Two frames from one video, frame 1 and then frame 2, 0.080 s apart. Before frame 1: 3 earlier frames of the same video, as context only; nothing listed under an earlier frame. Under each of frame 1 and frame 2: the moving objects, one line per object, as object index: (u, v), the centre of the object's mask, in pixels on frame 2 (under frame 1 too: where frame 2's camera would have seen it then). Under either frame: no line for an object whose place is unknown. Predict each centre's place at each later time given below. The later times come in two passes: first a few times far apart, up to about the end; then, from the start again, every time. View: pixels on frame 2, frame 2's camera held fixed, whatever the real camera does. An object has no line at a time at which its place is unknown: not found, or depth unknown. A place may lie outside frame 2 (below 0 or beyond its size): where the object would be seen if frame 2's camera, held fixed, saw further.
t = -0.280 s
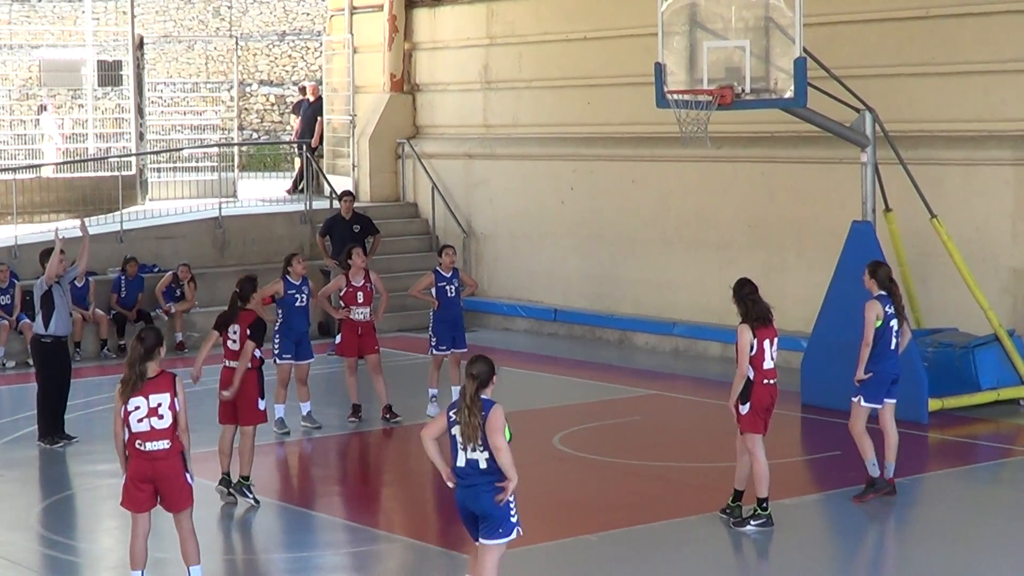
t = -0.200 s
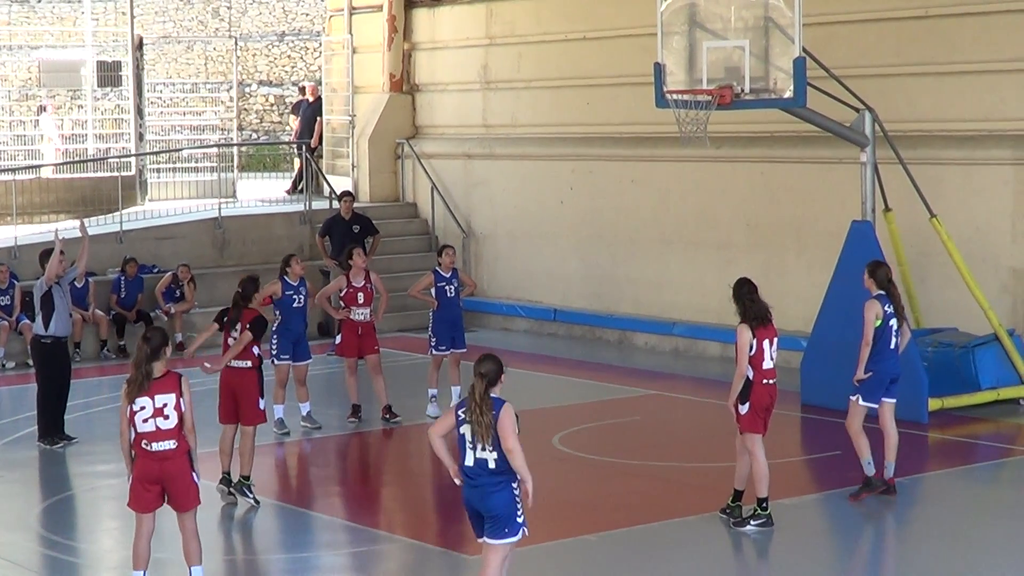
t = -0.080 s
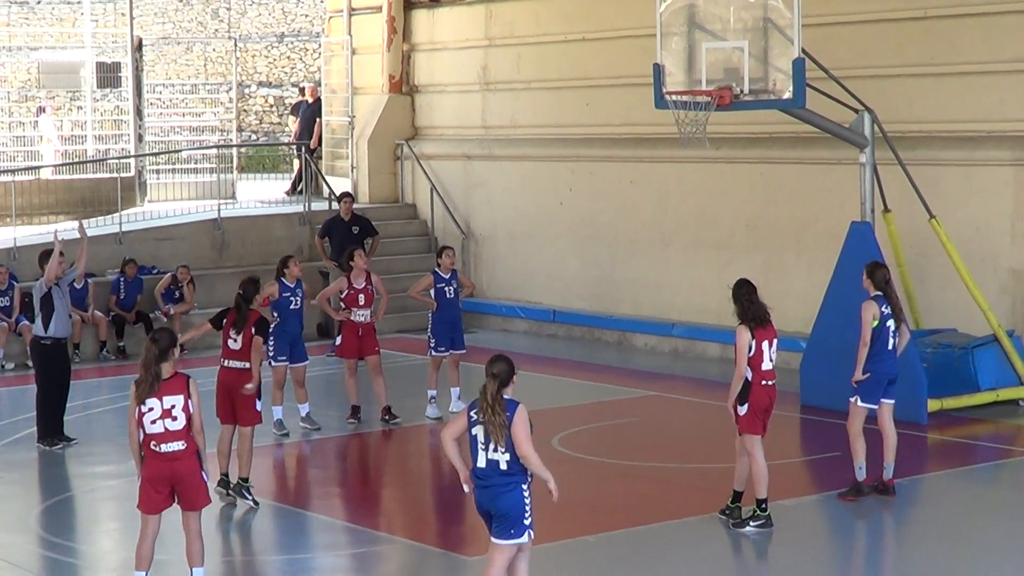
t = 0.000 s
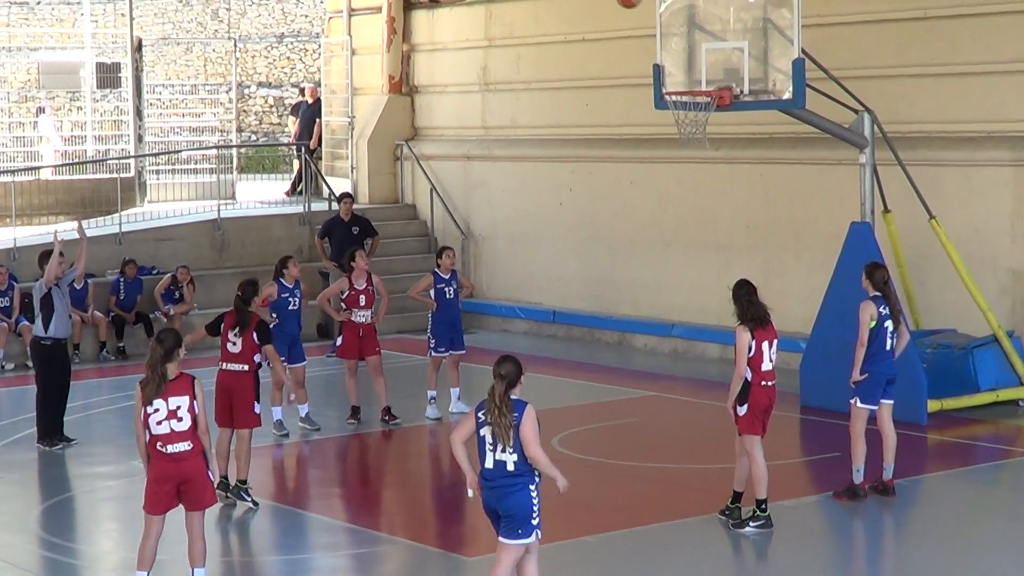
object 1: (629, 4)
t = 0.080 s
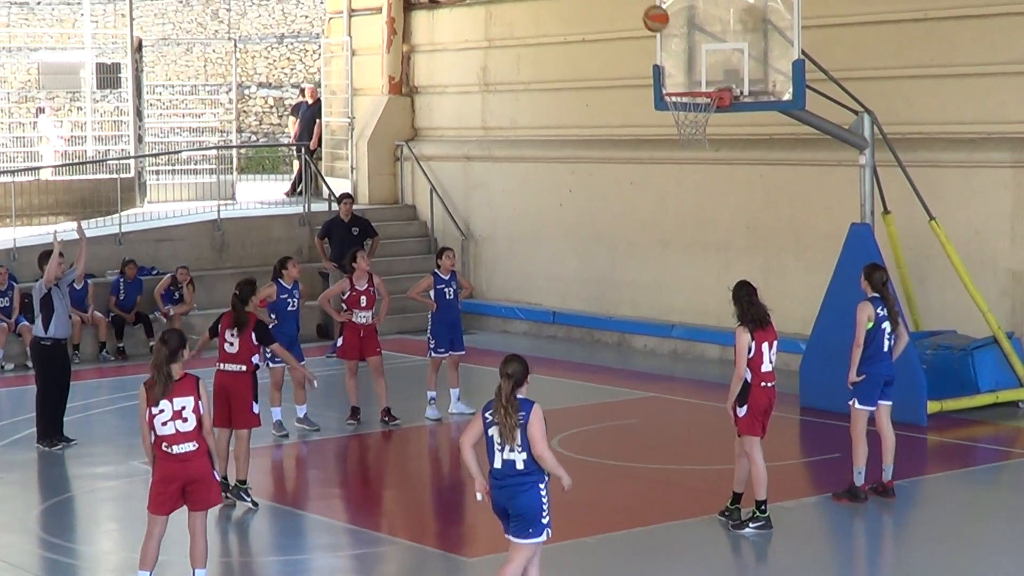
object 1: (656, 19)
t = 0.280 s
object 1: (671, 83)
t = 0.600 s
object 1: (554, 105)
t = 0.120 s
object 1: (669, 32)
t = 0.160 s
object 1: (682, 48)
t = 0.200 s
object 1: (694, 65)
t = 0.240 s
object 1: (683, 77)
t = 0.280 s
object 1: (671, 83)
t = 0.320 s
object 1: (656, 79)
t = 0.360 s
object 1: (641, 78)
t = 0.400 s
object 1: (626, 78)
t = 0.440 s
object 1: (612, 80)
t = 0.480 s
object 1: (597, 84)
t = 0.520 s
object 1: (583, 89)
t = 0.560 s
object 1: (568, 96)
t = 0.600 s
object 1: (554, 105)
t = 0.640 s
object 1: (540, 116)
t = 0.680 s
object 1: (526, 128)
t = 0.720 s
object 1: (513, 142)
